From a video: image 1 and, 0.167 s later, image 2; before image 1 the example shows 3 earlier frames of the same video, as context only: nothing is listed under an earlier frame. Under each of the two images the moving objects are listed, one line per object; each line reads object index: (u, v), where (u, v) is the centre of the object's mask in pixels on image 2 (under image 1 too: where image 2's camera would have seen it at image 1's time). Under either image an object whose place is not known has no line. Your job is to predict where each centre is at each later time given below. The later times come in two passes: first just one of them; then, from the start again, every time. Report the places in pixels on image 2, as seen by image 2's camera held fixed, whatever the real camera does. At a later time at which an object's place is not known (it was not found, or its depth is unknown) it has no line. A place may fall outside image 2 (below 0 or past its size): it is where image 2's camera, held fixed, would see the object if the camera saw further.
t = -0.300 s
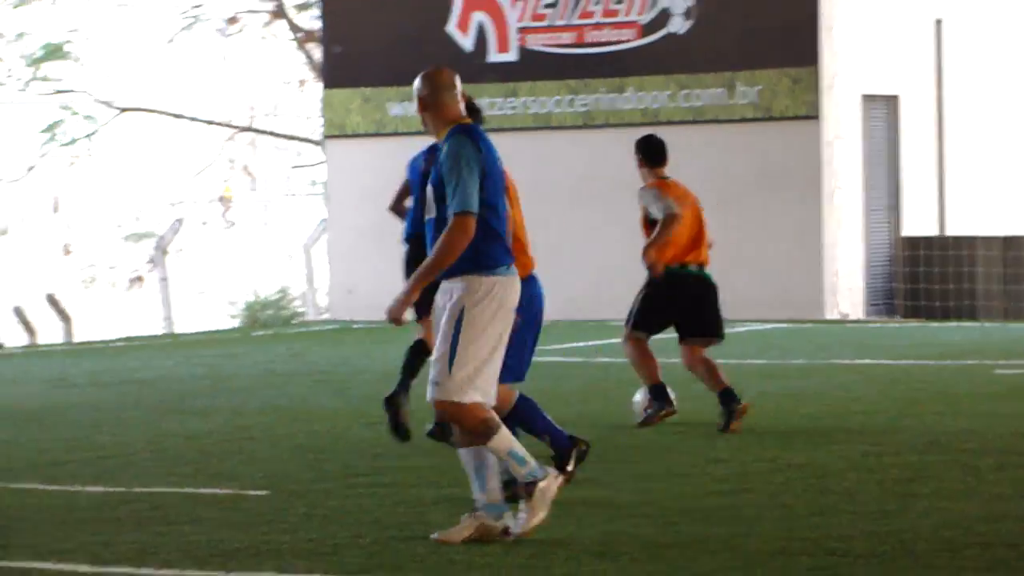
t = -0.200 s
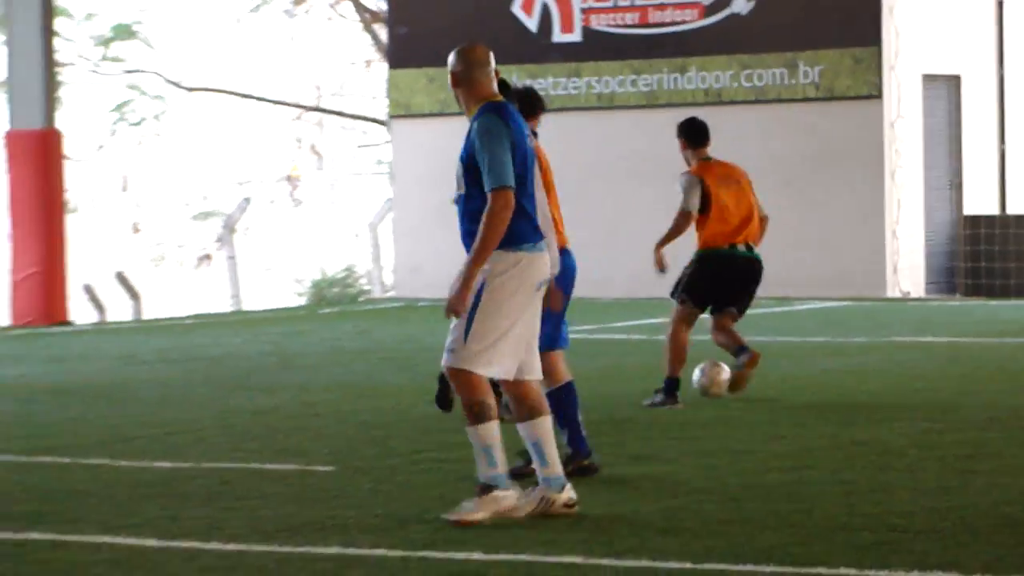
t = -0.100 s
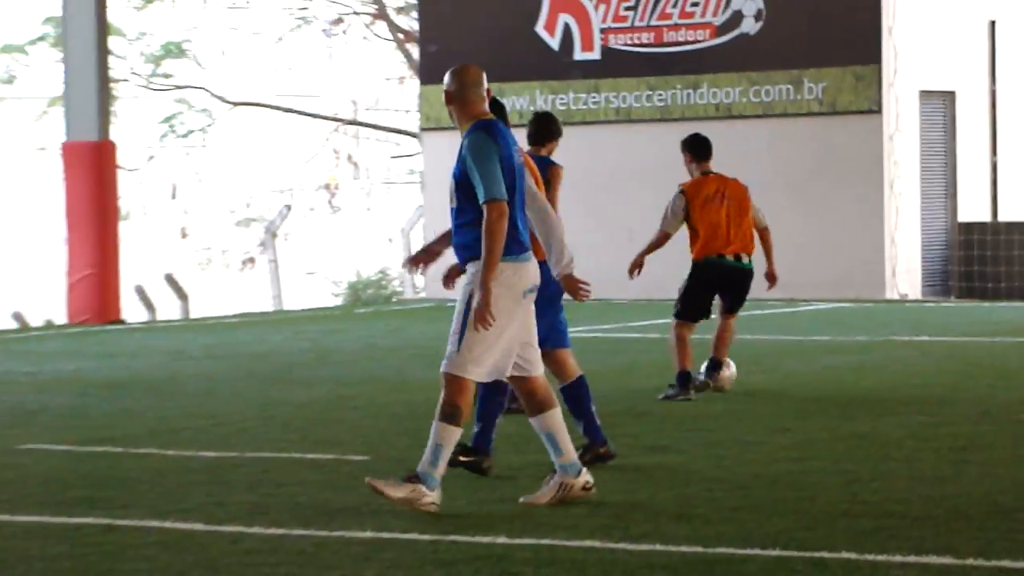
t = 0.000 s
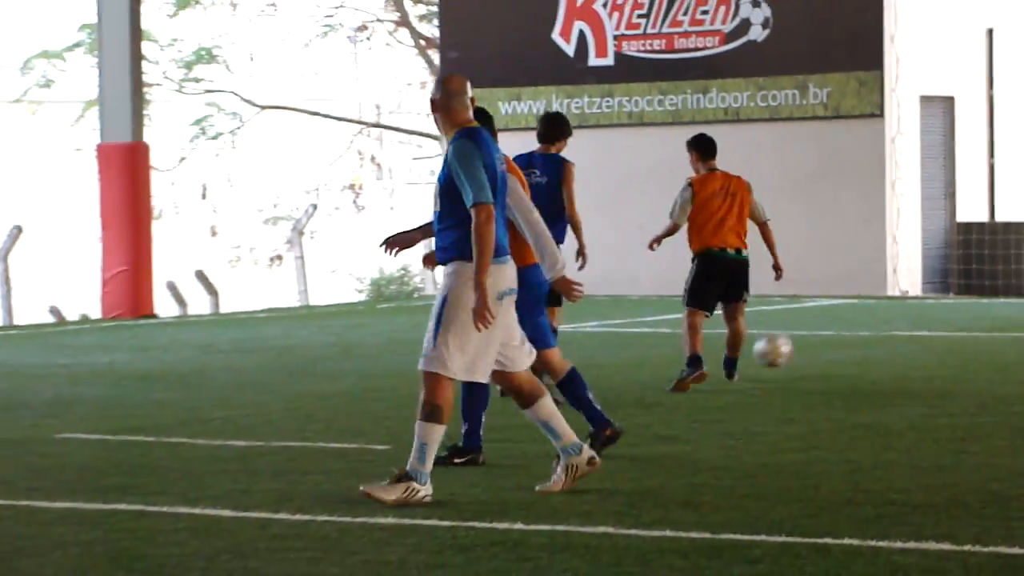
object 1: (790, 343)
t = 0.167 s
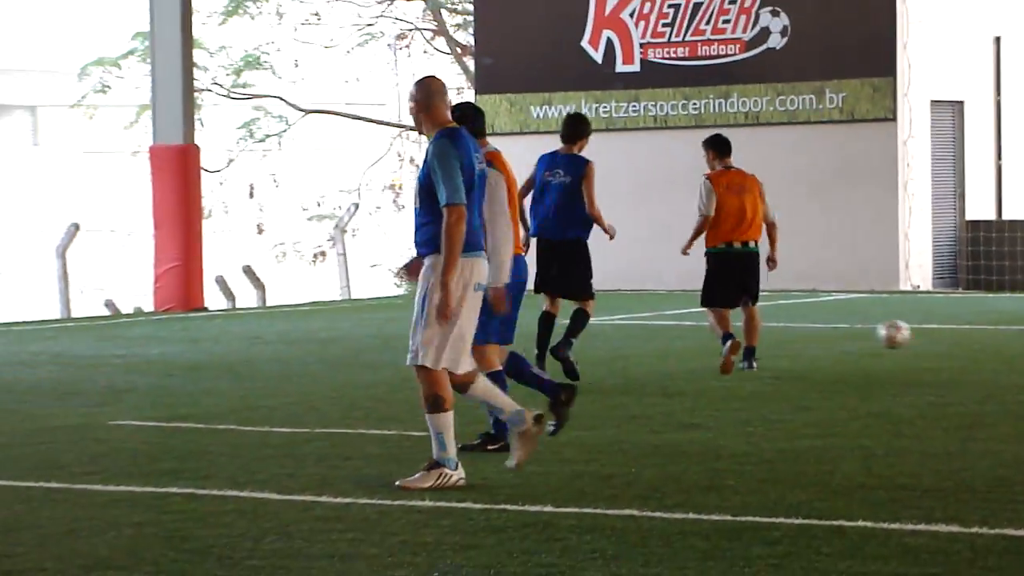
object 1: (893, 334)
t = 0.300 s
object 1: (959, 321)
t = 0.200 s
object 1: (913, 337)
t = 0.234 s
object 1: (929, 333)
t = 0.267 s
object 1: (945, 326)
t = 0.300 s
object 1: (959, 321)
